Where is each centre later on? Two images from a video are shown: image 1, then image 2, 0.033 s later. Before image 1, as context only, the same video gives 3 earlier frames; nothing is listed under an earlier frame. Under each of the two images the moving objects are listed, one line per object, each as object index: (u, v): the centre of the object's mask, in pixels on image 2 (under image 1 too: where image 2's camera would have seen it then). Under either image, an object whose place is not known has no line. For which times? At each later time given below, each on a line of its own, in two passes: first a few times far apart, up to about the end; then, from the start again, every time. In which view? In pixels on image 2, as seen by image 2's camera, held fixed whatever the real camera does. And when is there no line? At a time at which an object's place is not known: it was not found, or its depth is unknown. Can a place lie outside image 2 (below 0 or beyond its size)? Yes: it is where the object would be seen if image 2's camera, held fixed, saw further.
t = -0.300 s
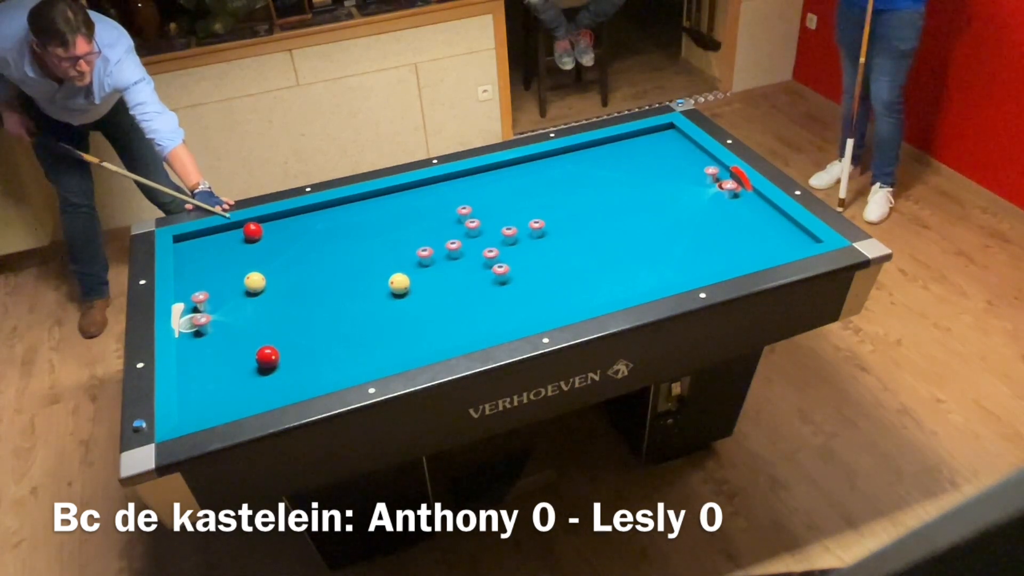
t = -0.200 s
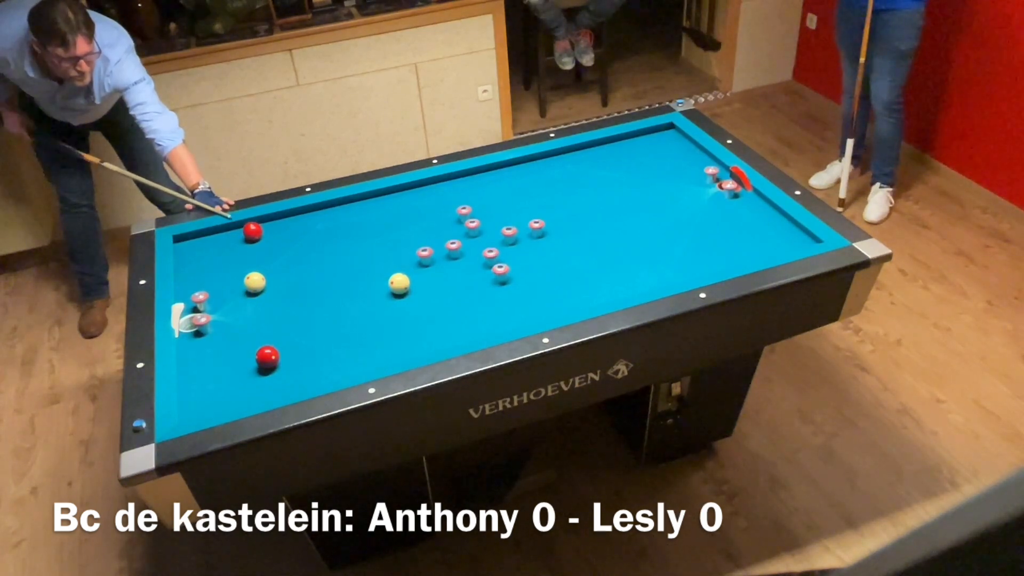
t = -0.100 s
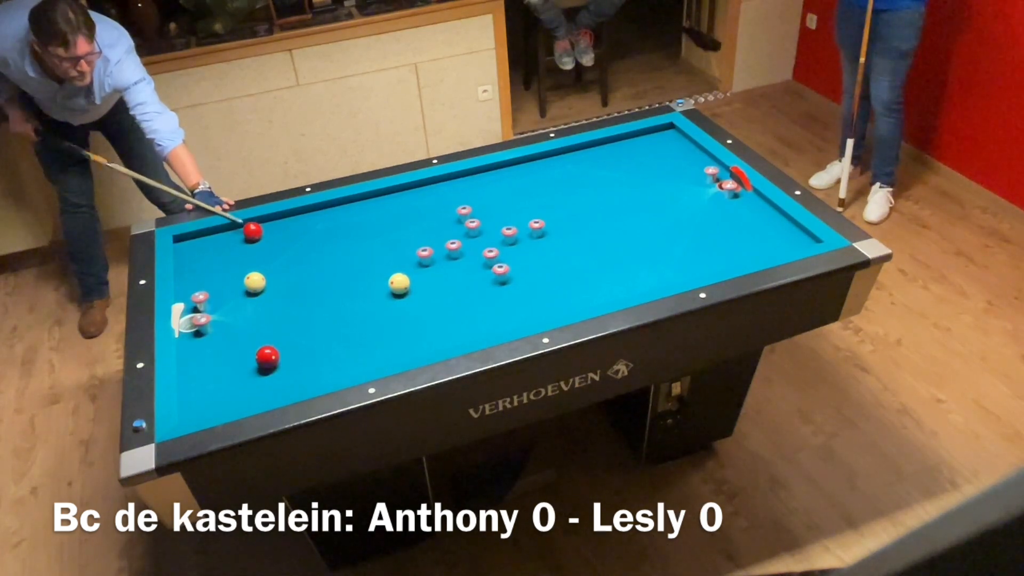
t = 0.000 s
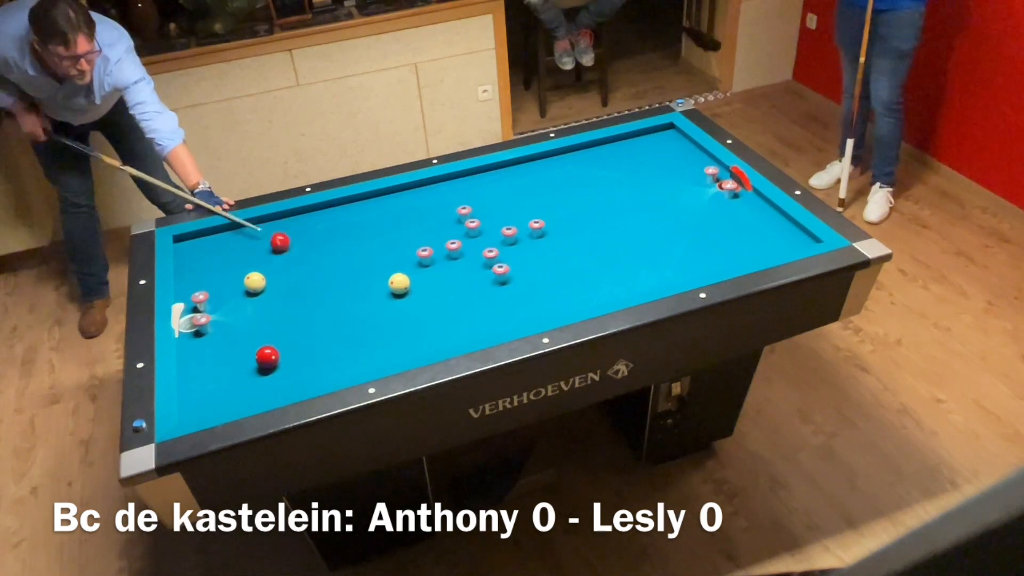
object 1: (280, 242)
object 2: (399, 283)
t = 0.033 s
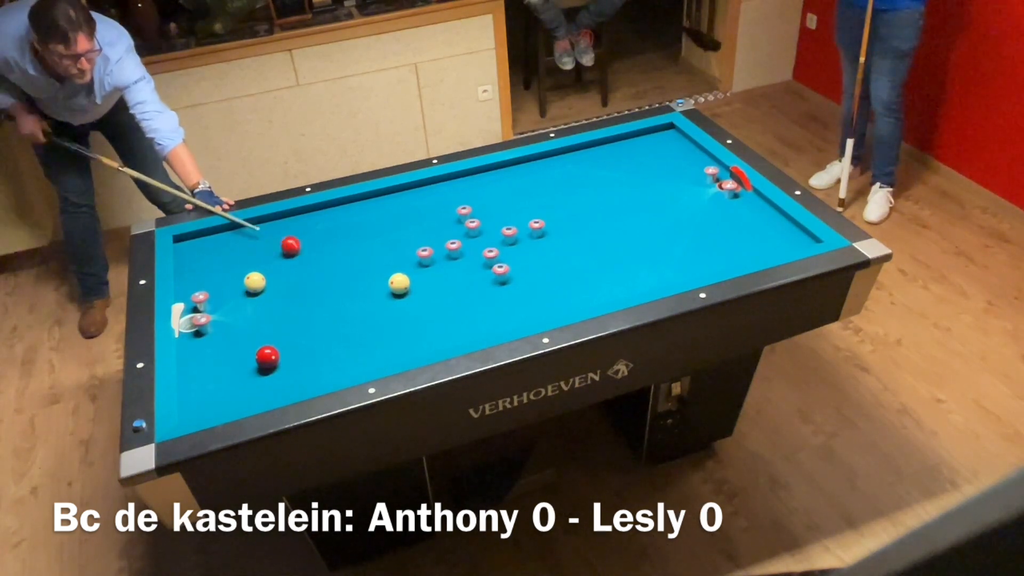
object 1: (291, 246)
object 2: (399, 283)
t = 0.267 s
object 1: (370, 275)
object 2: (399, 283)
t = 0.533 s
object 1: (392, 287)
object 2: (475, 306)
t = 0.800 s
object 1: (414, 300)
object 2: (529, 309)
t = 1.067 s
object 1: (435, 314)
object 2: (546, 282)
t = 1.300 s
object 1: (454, 325)
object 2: (559, 260)
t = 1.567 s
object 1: (474, 331)
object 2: (573, 238)
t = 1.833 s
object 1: (487, 320)
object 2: (585, 218)
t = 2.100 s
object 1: (499, 307)
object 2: (597, 200)
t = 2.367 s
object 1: (510, 296)
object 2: (607, 183)
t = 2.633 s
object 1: (520, 285)
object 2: (616, 168)
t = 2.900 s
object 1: (529, 277)
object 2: (625, 154)
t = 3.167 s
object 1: (537, 269)
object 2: (632, 142)
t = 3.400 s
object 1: (543, 262)
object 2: (641, 136)
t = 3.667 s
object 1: (550, 255)
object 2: (654, 138)
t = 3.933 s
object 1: (556, 249)
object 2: (666, 140)
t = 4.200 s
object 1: (562, 244)
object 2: (678, 142)
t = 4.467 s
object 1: (567, 240)
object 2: (688, 143)
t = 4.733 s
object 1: (571, 236)
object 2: (688, 146)
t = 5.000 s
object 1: (575, 233)
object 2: (687, 149)
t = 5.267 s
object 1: (578, 230)
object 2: (686, 151)
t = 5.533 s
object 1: (581, 228)
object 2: (686, 152)
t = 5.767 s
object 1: (582, 227)
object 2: (685, 153)
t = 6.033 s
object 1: (584, 226)
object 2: (685, 154)
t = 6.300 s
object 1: (585, 225)
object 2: (685, 155)
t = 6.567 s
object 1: (585, 225)
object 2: (685, 155)
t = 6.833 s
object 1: (585, 225)
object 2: (685, 155)
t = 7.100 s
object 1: (585, 225)
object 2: (685, 155)
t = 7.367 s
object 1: (584, 225)
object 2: (685, 155)
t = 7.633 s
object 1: (585, 225)
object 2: (685, 155)
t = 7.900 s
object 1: (585, 225)
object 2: (685, 155)
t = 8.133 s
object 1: (585, 225)
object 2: (685, 155)
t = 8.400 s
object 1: (585, 225)
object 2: (685, 155)
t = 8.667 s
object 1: (585, 225)
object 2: (685, 155)
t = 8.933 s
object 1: (585, 225)
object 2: (685, 155)
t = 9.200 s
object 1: (585, 225)
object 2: (685, 155)
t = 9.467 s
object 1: (585, 225)
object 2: (685, 155)
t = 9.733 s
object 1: (584, 225)
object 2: (684, 155)
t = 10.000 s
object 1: (585, 225)
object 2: (684, 155)
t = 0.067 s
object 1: (301, 250)
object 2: (399, 283)
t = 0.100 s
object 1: (312, 254)
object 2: (399, 283)
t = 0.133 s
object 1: (324, 258)
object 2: (399, 283)
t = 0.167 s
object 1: (335, 262)
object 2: (399, 283)
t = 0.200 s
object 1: (346, 266)
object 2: (399, 283)
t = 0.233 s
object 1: (358, 271)
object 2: (399, 283)
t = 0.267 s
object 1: (370, 275)
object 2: (399, 283)
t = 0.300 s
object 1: (381, 279)
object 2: (399, 284)
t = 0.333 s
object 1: (382, 280)
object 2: (411, 287)
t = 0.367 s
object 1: (382, 281)
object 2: (423, 291)
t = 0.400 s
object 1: (383, 282)
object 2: (435, 294)
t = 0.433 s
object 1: (385, 283)
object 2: (446, 298)
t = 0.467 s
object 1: (387, 284)
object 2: (456, 300)
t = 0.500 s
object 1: (390, 286)
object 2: (465, 303)
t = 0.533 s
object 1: (392, 287)
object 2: (475, 306)
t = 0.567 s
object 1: (395, 290)
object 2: (484, 309)
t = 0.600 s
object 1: (398, 291)
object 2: (493, 312)
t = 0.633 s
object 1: (400, 292)
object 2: (503, 315)
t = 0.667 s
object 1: (403, 294)
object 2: (512, 317)
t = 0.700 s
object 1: (406, 295)
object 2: (522, 318)
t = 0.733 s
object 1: (408, 297)
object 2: (525, 316)
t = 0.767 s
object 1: (411, 299)
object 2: (527, 313)
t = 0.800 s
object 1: (414, 300)
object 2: (529, 309)
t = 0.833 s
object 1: (416, 302)
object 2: (531, 306)
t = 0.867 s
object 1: (419, 304)
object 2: (534, 302)
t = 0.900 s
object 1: (422, 305)
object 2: (536, 299)
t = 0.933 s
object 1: (424, 307)
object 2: (538, 295)
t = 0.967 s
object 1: (427, 308)
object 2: (540, 292)
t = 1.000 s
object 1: (430, 310)
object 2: (542, 289)
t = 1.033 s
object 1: (432, 312)
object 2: (544, 285)
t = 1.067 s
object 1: (435, 314)
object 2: (546, 282)
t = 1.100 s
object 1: (438, 315)
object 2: (548, 279)
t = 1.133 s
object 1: (440, 317)
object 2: (550, 275)
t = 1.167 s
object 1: (443, 318)
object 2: (552, 272)
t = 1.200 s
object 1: (446, 320)
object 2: (554, 269)
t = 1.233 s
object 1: (449, 321)
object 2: (556, 266)
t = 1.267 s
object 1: (451, 323)
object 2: (557, 263)
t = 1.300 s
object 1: (454, 325)
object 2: (559, 260)
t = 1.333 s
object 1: (457, 326)
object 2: (561, 257)
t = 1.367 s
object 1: (459, 328)
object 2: (563, 254)
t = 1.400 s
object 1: (462, 329)
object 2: (565, 252)
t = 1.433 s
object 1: (465, 330)
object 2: (566, 249)
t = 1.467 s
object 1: (467, 332)
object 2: (568, 246)
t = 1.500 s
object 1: (470, 333)
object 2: (570, 243)
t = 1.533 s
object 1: (472, 333)
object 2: (571, 241)
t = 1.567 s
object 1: (474, 331)
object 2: (573, 238)
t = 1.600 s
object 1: (476, 330)
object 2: (575, 235)
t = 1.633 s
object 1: (477, 329)
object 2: (576, 233)
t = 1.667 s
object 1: (479, 327)
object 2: (578, 230)
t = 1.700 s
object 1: (481, 325)
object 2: (580, 228)
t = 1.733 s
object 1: (482, 324)
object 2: (581, 225)
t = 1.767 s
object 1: (484, 323)
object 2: (583, 223)
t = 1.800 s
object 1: (486, 321)
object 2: (584, 220)
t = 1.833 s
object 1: (487, 320)
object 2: (585, 218)
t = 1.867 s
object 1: (489, 318)
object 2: (587, 215)
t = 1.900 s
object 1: (490, 316)
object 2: (589, 213)
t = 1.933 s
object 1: (492, 315)
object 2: (590, 211)
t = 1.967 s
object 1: (493, 313)
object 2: (591, 208)
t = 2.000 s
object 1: (495, 312)
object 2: (593, 206)
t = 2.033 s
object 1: (496, 310)
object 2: (594, 204)
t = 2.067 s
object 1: (498, 309)
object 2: (596, 202)
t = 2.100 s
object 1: (499, 307)
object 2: (597, 200)
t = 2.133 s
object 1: (501, 305)
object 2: (598, 198)
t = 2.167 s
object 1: (502, 304)
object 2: (599, 195)
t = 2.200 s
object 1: (503, 303)
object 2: (601, 193)
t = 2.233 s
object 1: (504, 301)
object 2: (602, 191)
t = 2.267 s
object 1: (506, 300)
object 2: (603, 189)
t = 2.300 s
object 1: (507, 299)
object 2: (605, 187)
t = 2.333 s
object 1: (508, 297)
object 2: (606, 185)
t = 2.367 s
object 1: (510, 296)
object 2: (607, 183)
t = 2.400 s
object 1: (511, 294)
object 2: (608, 181)
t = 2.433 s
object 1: (512, 293)
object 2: (610, 179)
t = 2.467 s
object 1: (513, 292)
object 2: (611, 177)
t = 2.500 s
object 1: (515, 290)
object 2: (612, 176)
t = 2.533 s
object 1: (516, 289)
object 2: (613, 174)
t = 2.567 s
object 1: (517, 288)
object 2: (614, 172)
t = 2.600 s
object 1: (518, 287)
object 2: (615, 170)
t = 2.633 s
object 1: (520, 285)
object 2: (616, 168)
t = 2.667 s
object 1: (521, 284)
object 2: (617, 166)
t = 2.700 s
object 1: (522, 283)
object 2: (618, 165)
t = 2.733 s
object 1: (523, 282)
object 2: (620, 163)
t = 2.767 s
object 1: (524, 281)
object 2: (621, 161)
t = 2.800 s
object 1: (525, 280)
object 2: (622, 159)
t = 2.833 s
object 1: (526, 279)
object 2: (623, 158)
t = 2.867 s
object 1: (528, 278)
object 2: (624, 156)
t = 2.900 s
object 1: (529, 277)
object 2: (625, 154)
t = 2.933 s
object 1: (530, 275)
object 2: (626, 153)
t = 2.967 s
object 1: (531, 274)
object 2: (627, 151)
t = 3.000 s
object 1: (532, 273)
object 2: (628, 150)
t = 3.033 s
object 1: (533, 273)
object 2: (629, 148)
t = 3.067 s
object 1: (534, 271)
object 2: (629, 147)
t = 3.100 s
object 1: (535, 270)
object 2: (630, 145)
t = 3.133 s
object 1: (536, 269)
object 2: (631, 143)
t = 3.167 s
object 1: (537, 269)
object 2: (632, 142)
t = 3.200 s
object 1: (538, 268)
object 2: (633, 140)
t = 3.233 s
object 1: (539, 267)
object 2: (634, 139)
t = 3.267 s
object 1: (540, 266)
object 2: (635, 138)
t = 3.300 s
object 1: (541, 265)
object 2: (636, 136)
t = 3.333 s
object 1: (542, 264)
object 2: (637, 135)
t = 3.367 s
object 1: (543, 263)
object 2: (639, 136)
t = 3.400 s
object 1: (543, 262)
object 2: (641, 136)
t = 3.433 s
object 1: (544, 261)
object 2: (642, 136)
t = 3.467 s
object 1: (545, 260)
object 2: (644, 136)
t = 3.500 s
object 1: (546, 259)
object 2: (646, 137)
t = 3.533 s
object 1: (547, 258)
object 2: (647, 137)
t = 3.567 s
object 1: (548, 258)
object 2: (649, 137)
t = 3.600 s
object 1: (549, 257)
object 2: (651, 137)
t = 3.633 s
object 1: (549, 256)
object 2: (652, 138)
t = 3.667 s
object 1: (550, 255)
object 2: (654, 138)
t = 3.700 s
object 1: (551, 254)
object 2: (656, 138)
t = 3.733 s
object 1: (552, 254)
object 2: (657, 138)
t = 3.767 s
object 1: (553, 253)
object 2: (659, 139)
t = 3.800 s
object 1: (553, 252)
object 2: (660, 139)
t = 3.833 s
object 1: (554, 252)
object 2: (662, 139)
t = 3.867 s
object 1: (555, 251)
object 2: (663, 139)
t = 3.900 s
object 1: (556, 250)
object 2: (665, 139)
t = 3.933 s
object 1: (556, 249)
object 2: (666, 140)
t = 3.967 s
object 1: (557, 248)
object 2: (668, 140)
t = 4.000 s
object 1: (558, 248)
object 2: (669, 140)
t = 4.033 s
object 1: (558, 247)
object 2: (671, 140)
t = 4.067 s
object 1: (559, 246)
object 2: (672, 141)
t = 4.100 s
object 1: (560, 246)
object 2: (673, 141)
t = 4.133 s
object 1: (560, 245)
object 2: (675, 141)
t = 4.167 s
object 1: (561, 245)
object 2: (677, 142)
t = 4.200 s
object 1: (562, 244)
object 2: (678, 142)
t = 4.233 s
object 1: (562, 243)
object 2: (679, 142)
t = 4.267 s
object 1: (563, 243)
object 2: (681, 142)
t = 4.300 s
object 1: (564, 242)
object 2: (682, 143)
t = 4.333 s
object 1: (564, 241)
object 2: (683, 143)
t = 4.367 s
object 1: (565, 241)
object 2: (684, 143)
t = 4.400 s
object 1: (565, 241)
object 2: (685, 143)
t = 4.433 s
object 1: (566, 240)
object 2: (687, 143)
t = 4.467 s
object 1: (567, 240)
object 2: (688, 143)
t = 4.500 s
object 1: (567, 239)
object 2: (688, 144)
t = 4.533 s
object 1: (568, 239)
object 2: (688, 144)
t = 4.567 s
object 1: (568, 238)
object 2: (688, 145)
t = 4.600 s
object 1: (569, 238)
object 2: (688, 145)
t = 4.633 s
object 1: (569, 237)
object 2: (688, 145)
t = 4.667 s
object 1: (570, 236)
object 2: (688, 146)
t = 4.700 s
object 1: (570, 236)
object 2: (688, 146)
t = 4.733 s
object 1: (571, 236)
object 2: (688, 146)
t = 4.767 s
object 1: (571, 235)
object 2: (688, 147)
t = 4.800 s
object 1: (572, 235)
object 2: (687, 147)
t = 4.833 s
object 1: (572, 235)
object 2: (687, 147)
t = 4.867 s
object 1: (573, 234)
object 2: (687, 148)
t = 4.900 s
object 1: (573, 234)
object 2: (687, 148)
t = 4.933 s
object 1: (574, 233)
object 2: (687, 148)
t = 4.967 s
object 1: (574, 233)
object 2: (687, 148)
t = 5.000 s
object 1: (575, 233)
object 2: (687, 149)
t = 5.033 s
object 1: (575, 232)
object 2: (687, 149)
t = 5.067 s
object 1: (576, 232)
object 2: (687, 149)
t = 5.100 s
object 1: (576, 232)
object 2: (686, 149)
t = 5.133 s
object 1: (576, 231)
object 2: (686, 150)
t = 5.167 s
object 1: (577, 231)
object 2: (686, 150)
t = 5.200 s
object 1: (577, 231)
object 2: (686, 150)
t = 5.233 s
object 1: (577, 231)
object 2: (686, 151)
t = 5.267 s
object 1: (578, 230)
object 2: (686, 151)
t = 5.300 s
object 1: (578, 230)
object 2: (686, 151)
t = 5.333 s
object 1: (579, 230)
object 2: (686, 151)
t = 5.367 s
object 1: (579, 229)
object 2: (686, 151)
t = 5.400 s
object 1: (579, 229)
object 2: (686, 152)
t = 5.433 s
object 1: (580, 229)
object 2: (686, 152)
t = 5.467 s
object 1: (580, 228)
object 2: (686, 152)
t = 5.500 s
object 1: (580, 228)
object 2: (686, 152)
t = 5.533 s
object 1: (581, 228)
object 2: (686, 152)
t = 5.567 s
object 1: (581, 228)
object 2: (686, 152)
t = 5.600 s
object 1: (581, 227)
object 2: (686, 152)
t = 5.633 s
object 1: (581, 227)
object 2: (686, 153)
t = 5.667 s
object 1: (581, 227)
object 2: (686, 153)
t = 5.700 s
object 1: (582, 227)
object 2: (685, 153)
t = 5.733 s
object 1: (582, 227)
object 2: (685, 153)
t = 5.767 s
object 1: (582, 227)
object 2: (685, 153)
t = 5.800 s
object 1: (582, 226)
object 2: (685, 153)
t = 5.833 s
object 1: (582, 226)
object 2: (685, 154)
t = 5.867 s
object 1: (583, 226)
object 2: (685, 154)
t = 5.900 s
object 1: (583, 226)
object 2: (685, 154)
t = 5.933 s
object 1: (583, 226)
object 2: (685, 154)
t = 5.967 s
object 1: (583, 226)
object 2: (685, 154)
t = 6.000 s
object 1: (583, 226)
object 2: (685, 154)
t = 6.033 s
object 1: (584, 226)
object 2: (685, 154)
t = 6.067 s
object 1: (584, 226)
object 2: (685, 154)
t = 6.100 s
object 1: (584, 226)
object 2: (685, 154)
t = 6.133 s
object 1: (584, 225)
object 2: (685, 154)
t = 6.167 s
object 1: (584, 225)
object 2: (685, 154)
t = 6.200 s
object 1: (584, 225)
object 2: (685, 154)
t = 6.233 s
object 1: (584, 225)
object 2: (685, 155)
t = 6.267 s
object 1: (584, 225)
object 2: (685, 155)
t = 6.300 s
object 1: (585, 225)
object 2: (685, 155)
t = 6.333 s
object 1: (585, 225)
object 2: (685, 155)
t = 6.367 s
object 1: (585, 225)
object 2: (685, 155)
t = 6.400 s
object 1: (585, 225)
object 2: (685, 155)
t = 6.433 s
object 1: (585, 225)
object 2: (685, 155)
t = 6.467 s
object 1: (585, 225)
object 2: (685, 155)
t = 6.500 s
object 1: (585, 225)
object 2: (685, 155)
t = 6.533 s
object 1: (585, 225)
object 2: (685, 155)
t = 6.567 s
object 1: (585, 225)
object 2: (685, 155)
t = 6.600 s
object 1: (585, 225)
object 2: (685, 155)
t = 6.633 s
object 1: (585, 225)
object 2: (685, 155)
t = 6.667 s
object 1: (585, 225)
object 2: (685, 155)
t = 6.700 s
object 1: (585, 225)
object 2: (685, 155)
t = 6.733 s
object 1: (585, 225)
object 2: (685, 155)
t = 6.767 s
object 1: (585, 225)
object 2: (685, 155)
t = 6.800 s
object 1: (585, 225)
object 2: (685, 155)
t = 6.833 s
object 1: (585, 225)
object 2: (685, 155)
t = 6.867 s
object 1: (585, 225)
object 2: (685, 155)
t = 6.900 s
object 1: (585, 225)
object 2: (685, 155)
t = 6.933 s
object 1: (585, 225)
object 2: (685, 155)
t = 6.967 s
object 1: (585, 225)
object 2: (685, 155)
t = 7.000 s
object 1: (585, 225)
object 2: (685, 155)
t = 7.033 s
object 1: (585, 225)
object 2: (685, 155)
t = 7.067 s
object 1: (585, 225)
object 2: (685, 155)
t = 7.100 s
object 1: (585, 225)
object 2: (685, 155)
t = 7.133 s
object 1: (585, 225)
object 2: (685, 155)
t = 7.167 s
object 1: (585, 225)
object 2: (685, 155)
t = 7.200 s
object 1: (585, 225)
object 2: (685, 155)
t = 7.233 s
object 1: (585, 225)
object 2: (685, 155)
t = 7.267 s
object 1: (585, 225)
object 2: (685, 155)
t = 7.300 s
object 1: (584, 225)
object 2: (685, 155)
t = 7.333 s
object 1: (585, 225)
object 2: (685, 155)
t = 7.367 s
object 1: (584, 225)
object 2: (685, 155)
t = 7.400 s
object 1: (585, 225)
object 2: (685, 155)
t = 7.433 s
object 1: (585, 225)
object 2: (685, 155)
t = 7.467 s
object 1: (585, 225)
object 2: (685, 155)
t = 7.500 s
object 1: (585, 225)
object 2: (685, 155)
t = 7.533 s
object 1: (585, 225)
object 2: (685, 155)
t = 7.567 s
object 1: (585, 225)
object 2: (685, 155)
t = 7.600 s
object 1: (585, 225)
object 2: (685, 155)
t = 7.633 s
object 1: (585, 225)
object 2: (685, 155)
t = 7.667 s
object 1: (584, 225)
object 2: (685, 155)
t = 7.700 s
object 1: (585, 225)
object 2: (685, 155)
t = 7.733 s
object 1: (584, 225)
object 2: (685, 155)
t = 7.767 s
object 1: (585, 225)
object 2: (685, 155)
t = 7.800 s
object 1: (585, 225)
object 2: (685, 155)
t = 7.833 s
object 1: (585, 225)
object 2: (685, 155)
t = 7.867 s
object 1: (585, 225)
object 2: (685, 155)
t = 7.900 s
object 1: (585, 225)
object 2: (685, 155)
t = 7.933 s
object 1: (585, 225)
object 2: (685, 155)
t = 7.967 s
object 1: (585, 225)
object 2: (685, 155)
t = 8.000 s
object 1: (585, 225)
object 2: (685, 155)
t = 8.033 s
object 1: (585, 225)
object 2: (685, 155)
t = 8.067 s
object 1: (585, 225)
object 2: (685, 155)
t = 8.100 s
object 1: (585, 225)
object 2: (685, 155)
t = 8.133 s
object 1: (585, 225)
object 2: (685, 155)
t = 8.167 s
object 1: (585, 225)
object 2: (685, 155)
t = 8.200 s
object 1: (585, 225)
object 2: (685, 155)
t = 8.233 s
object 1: (585, 225)
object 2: (685, 155)
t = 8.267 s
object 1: (585, 225)
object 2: (685, 155)
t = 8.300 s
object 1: (585, 225)
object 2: (685, 155)
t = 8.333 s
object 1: (585, 225)
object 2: (685, 155)
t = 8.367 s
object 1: (585, 225)
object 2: (685, 155)
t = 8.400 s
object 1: (585, 225)
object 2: (685, 155)
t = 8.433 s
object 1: (585, 225)
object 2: (685, 155)
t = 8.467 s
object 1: (585, 225)
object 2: (685, 155)
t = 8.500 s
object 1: (585, 225)
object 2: (685, 155)
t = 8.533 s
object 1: (585, 225)
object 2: (685, 155)
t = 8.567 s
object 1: (585, 225)
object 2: (685, 155)
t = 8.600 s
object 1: (585, 225)
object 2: (685, 155)
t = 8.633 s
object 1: (585, 225)
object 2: (685, 155)
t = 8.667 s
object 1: (585, 225)
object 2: (685, 155)
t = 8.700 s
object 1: (585, 225)
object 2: (685, 155)
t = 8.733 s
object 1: (585, 225)
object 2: (685, 155)
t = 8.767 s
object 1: (585, 225)
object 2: (685, 155)
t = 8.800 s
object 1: (585, 225)
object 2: (685, 155)
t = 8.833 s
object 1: (585, 225)
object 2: (685, 155)
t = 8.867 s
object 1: (585, 225)
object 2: (685, 155)
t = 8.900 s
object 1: (585, 225)
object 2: (685, 155)
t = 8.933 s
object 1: (585, 225)
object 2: (685, 155)
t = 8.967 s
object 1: (585, 225)
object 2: (685, 155)
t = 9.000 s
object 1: (585, 225)
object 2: (685, 155)
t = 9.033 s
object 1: (585, 225)
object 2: (685, 155)
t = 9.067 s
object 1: (585, 225)
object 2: (685, 155)
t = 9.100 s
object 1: (585, 225)
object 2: (685, 155)
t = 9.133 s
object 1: (585, 225)
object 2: (685, 155)
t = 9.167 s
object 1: (585, 225)
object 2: (685, 155)
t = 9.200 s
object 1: (585, 225)
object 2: (685, 155)
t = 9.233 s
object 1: (585, 225)
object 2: (685, 155)
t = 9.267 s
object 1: (585, 225)
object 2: (685, 155)
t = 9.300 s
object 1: (585, 225)
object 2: (685, 155)
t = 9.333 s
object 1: (585, 225)
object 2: (685, 155)
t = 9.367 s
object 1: (585, 225)
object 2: (685, 155)
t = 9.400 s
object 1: (585, 225)
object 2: (685, 155)
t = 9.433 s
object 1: (585, 225)
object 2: (685, 155)
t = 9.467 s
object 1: (585, 225)
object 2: (685, 155)
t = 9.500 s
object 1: (585, 225)
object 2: (685, 155)
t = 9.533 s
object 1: (585, 225)
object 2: (685, 155)
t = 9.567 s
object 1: (585, 225)
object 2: (685, 155)
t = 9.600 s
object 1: (585, 225)
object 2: (685, 155)
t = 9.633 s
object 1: (585, 225)
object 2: (685, 155)
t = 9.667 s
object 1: (585, 225)
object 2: (685, 155)
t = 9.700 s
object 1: (585, 225)
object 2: (685, 155)
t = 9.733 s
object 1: (584, 225)
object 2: (684, 155)
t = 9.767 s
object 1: (585, 225)
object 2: (684, 155)
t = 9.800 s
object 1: (584, 225)
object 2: (684, 155)
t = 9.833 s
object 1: (585, 225)
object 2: (684, 155)
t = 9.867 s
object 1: (585, 225)
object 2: (684, 155)
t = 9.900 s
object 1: (585, 225)
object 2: (684, 155)
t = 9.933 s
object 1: (585, 225)
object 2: (684, 155)
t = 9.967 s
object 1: (585, 225)
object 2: (684, 155)
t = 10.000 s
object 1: (585, 225)
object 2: (684, 155)
